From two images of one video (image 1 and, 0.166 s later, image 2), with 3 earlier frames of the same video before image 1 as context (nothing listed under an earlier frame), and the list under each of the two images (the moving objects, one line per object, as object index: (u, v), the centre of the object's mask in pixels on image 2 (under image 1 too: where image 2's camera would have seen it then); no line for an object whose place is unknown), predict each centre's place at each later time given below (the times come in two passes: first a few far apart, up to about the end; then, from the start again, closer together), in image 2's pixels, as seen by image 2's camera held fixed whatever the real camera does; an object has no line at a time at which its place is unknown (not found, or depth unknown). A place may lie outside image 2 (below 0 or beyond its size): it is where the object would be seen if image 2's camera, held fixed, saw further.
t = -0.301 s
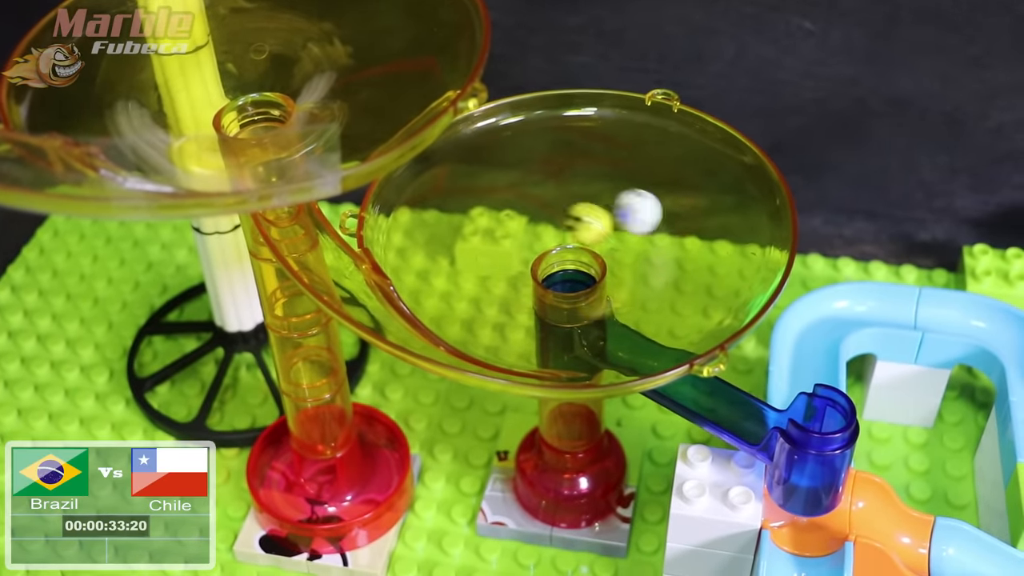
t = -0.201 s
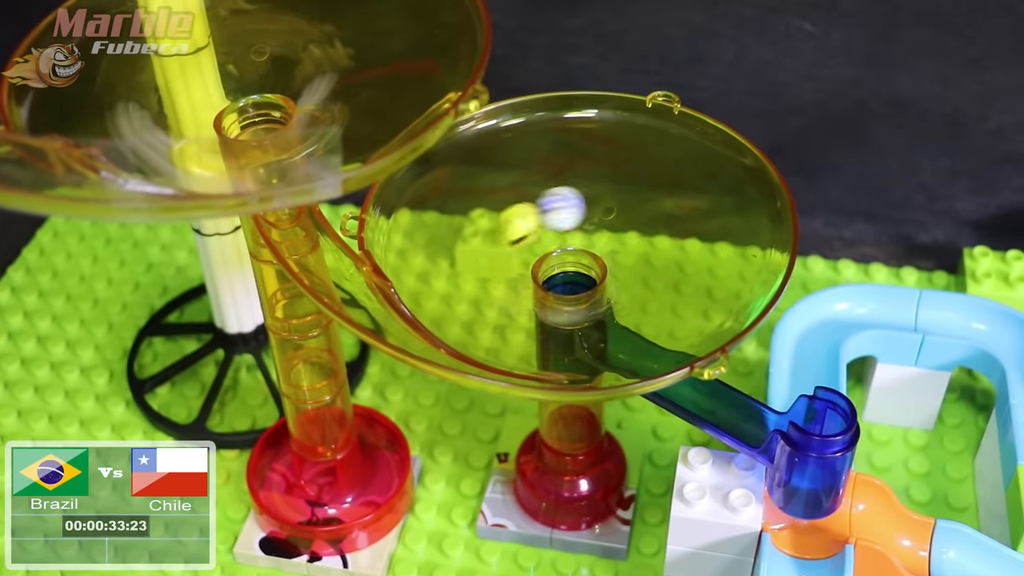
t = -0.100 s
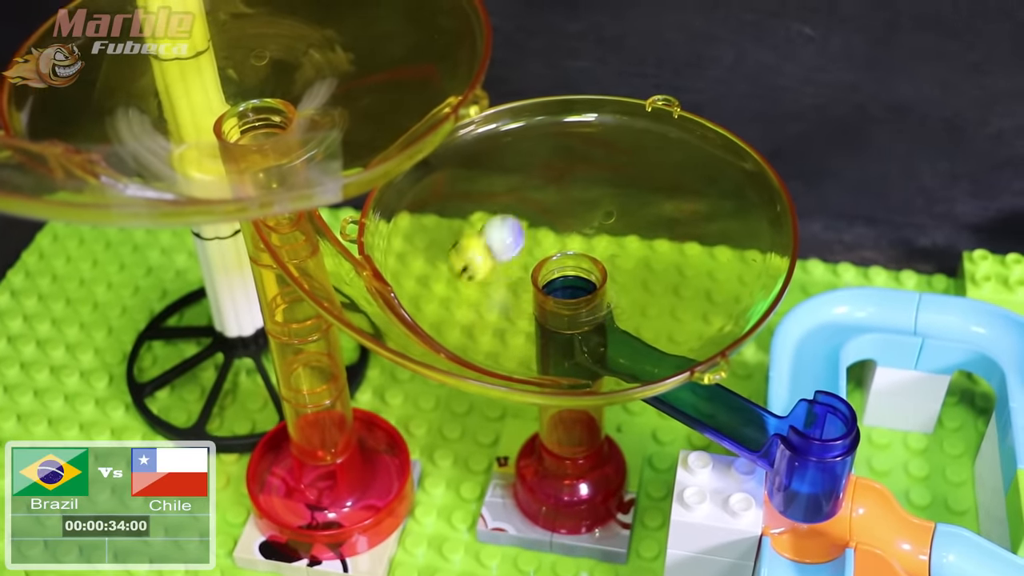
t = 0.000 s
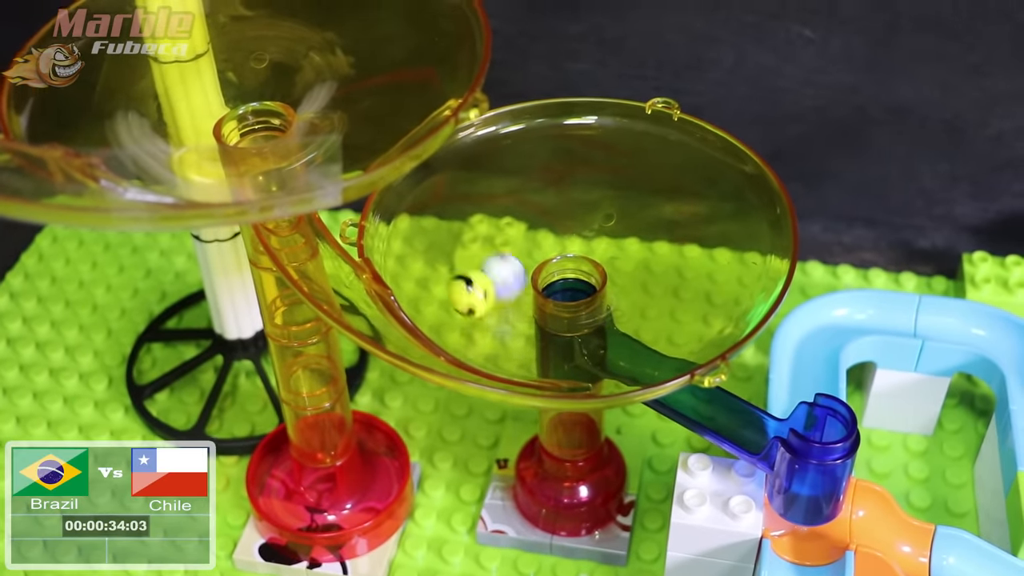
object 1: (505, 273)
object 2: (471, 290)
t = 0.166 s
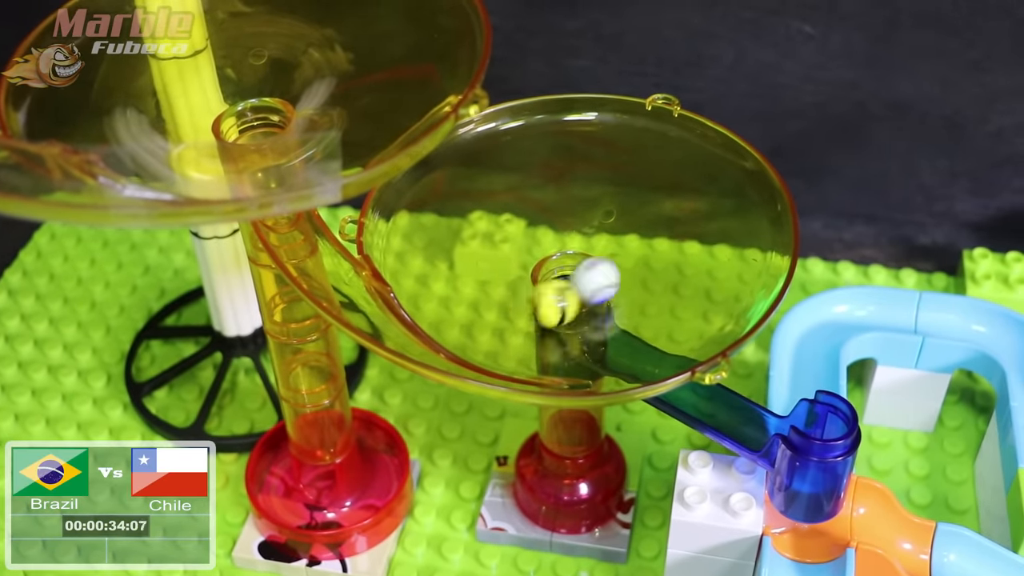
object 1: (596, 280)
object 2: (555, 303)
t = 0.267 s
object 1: (604, 232)
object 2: (604, 269)
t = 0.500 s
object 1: (484, 209)
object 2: (526, 234)
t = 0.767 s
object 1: (590, 291)
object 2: (612, 262)
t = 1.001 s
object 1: (584, 221)
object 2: (511, 241)
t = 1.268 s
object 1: (494, 281)
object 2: (604, 250)
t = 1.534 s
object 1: (602, 229)
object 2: (531, 272)
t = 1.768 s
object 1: (507, 238)
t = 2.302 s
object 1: (520, 220)
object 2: (653, 365)
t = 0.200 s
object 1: (609, 267)
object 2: (574, 296)
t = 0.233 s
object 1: (612, 249)
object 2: (591, 284)
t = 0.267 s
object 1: (604, 232)
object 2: (604, 269)
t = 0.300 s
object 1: (589, 215)
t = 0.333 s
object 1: (569, 204)
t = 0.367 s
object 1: (549, 196)
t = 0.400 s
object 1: (530, 194)
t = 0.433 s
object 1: (511, 195)
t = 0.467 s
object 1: (496, 200)
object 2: (538, 222)
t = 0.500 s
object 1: (484, 209)
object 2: (526, 234)
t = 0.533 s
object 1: (478, 220)
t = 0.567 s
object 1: (477, 234)
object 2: (526, 265)
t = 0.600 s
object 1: (482, 250)
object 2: (537, 278)
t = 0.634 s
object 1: (494, 266)
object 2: (554, 284)
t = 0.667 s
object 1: (515, 279)
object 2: (571, 288)
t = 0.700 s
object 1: (540, 289)
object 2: (588, 284)
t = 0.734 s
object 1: (565, 292)
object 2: (604, 275)
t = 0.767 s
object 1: (590, 291)
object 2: (612, 262)
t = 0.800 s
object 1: (612, 283)
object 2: (607, 247)
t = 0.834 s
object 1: (628, 272)
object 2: (598, 239)
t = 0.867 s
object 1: (636, 259)
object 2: (578, 231)
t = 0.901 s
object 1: (635, 247)
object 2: (557, 228)
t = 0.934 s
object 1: (626, 235)
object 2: (539, 230)
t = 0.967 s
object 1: (609, 226)
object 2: (521, 234)
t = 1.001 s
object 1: (584, 221)
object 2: (511, 241)
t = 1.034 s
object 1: (557, 220)
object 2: (508, 255)
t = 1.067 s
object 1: (533, 223)
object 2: (514, 266)
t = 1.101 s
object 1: (511, 230)
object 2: (527, 275)
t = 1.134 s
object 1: (495, 240)
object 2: (546, 282)
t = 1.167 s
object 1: (485, 251)
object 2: (566, 283)
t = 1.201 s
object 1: (482, 262)
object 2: (585, 278)
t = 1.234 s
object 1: (486, 273)
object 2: (601, 267)
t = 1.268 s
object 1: (494, 281)
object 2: (604, 250)
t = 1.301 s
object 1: (508, 288)
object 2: (599, 237)
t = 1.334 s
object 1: (526, 292)
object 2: (587, 228)
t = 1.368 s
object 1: (547, 293)
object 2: (571, 222)
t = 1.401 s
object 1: (569, 289)
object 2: (553, 225)
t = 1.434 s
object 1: (588, 281)
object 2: (539, 234)
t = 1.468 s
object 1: (603, 268)
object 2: (528, 246)
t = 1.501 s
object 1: (607, 248)
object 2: (524, 261)
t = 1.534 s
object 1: (602, 229)
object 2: (531, 272)
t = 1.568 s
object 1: (589, 214)
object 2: (544, 281)
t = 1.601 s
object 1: (572, 206)
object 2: (562, 286)
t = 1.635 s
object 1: (555, 202)
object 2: (575, 285)
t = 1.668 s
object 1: (539, 204)
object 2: (590, 279)
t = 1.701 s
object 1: (524, 211)
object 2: (599, 267)
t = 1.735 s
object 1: (513, 222)
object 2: (596, 253)
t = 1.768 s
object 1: (507, 238)
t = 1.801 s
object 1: (508, 256)
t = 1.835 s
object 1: (518, 271)
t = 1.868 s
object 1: (534, 284)
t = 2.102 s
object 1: (623, 242)
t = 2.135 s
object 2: (578, 274)
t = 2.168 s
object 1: (600, 215)
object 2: (568, 287)
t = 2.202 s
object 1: (582, 209)
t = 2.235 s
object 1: (560, 208)
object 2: (603, 340)
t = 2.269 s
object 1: (539, 211)
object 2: (627, 355)
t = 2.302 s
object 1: (520, 220)
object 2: (653, 365)
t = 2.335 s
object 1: (505, 232)
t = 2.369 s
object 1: (497, 246)
